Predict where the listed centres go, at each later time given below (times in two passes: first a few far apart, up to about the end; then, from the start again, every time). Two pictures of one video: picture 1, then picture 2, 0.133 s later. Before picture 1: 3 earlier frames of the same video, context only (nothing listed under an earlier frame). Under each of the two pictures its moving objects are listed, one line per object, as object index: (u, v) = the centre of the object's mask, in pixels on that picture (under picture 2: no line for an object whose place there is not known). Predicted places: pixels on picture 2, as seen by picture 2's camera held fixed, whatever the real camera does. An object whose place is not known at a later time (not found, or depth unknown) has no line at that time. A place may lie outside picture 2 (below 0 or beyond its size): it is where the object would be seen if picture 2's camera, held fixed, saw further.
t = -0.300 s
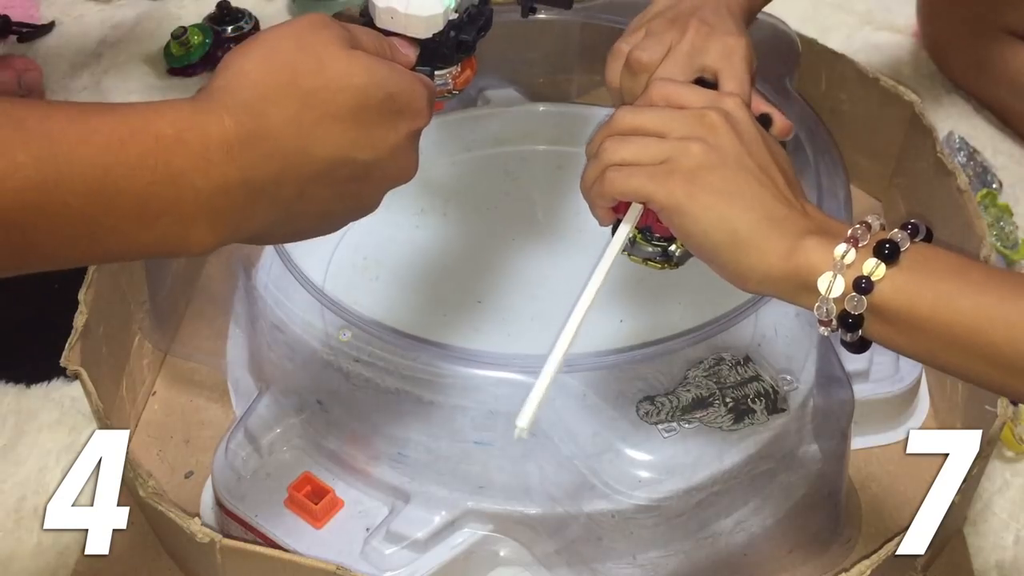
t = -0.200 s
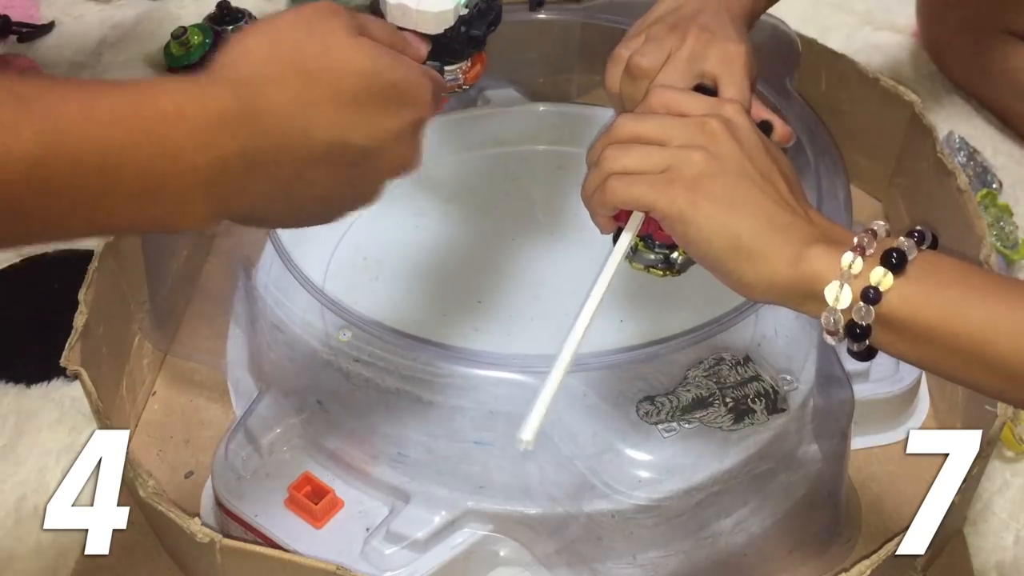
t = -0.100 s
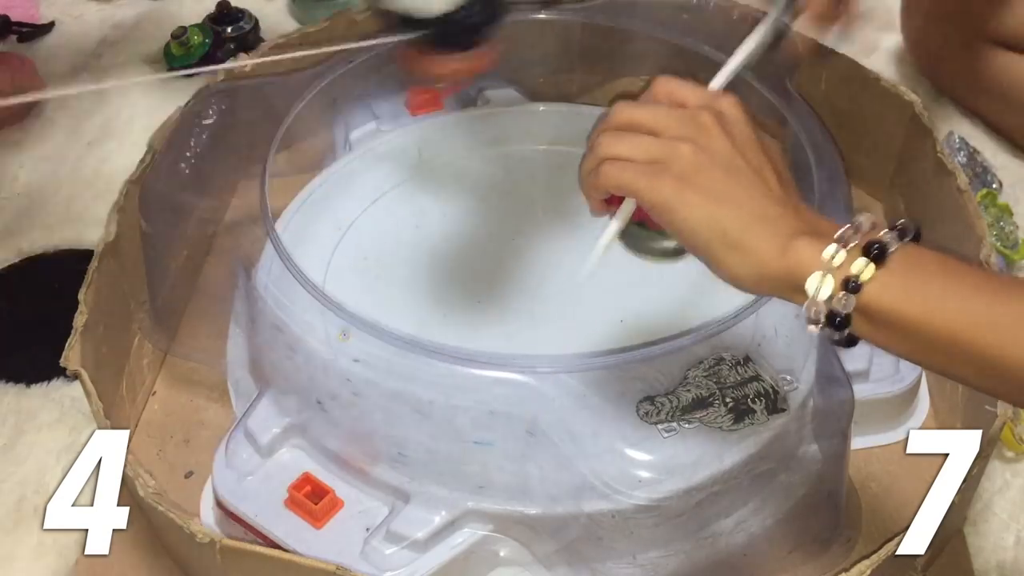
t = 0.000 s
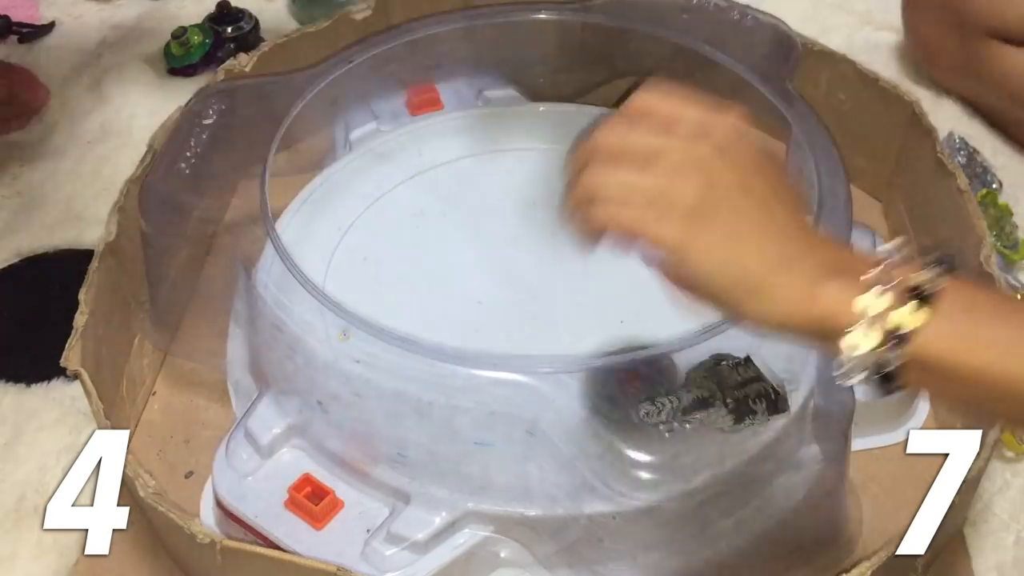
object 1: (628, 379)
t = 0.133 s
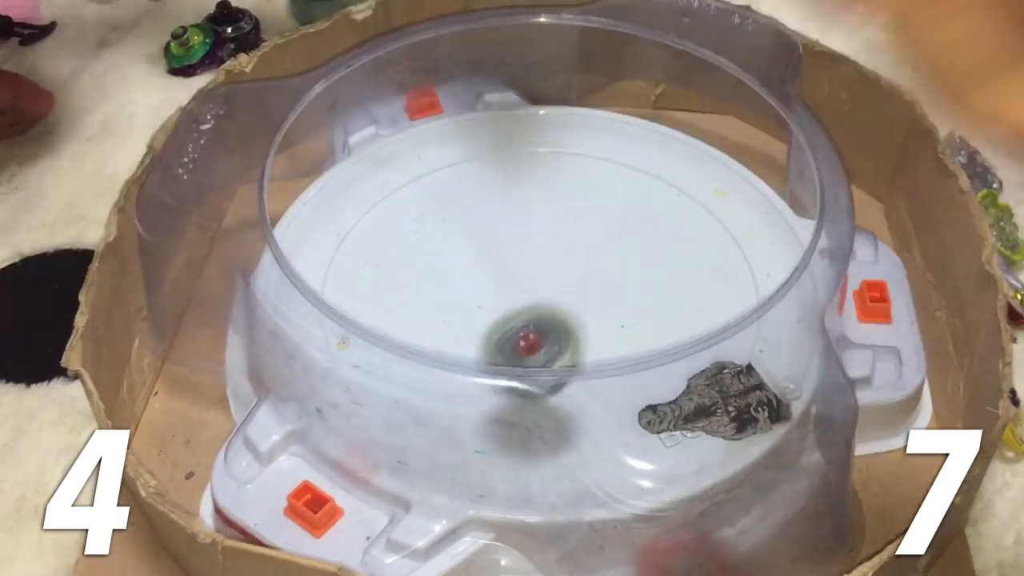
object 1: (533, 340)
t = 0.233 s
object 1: (470, 350)
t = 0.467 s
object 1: (455, 259)
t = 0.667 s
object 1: (521, 218)
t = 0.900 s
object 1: (588, 280)
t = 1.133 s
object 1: (580, 341)
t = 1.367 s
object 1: (521, 313)
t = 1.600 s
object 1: (512, 257)
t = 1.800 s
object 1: (517, 254)
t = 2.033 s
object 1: (531, 292)
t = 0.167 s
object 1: (508, 377)
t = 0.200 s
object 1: (483, 377)
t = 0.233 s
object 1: (470, 350)
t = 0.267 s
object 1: (462, 332)
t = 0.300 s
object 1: (451, 332)
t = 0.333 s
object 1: (444, 315)
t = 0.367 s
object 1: (442, 300)
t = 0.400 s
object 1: (443, 291)
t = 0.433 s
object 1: (448, 272)
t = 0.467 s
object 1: (455, 259)
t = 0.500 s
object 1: (465, 243)
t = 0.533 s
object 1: (475, 237)
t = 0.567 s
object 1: (485, 229)
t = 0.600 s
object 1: (497, 222)
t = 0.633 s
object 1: (509, 219)
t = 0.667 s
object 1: (521, 218)
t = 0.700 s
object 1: (533, 223)
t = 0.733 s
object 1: (543, 228)
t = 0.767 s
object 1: (553, 233)
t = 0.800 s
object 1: (563, 244)
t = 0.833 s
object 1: (572, 256)
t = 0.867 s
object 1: (580, 268)
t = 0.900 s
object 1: (588, 280)
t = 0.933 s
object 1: (595, 293)
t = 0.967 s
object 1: (601, 305)
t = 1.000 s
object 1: (603, 317)
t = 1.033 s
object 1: (602, 328)
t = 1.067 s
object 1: (597, 334)
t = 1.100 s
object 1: (589, 338)
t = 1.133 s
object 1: (580, 341)
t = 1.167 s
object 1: (570, 342)
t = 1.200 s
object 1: (559, 342)
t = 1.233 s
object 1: (550, 340)
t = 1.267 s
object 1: (541, 337)
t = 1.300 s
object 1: (532, 332)
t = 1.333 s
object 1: (526, 322)
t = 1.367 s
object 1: (521, 313)
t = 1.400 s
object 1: (517, 304)
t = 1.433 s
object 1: (513, 295)
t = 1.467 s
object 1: (511, 286)
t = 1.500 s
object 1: (510, 278)
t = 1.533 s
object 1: (511, 270)
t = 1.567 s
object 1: (511, 262)
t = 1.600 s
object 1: (512, 257)
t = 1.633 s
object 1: (512, 252)
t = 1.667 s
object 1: (513, 248)
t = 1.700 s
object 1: (514, 248)
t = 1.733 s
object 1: (514, 248)
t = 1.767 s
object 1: (515, 248)
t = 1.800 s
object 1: (517, 254)
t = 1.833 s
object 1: (519, 256)
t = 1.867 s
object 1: (520, 259)
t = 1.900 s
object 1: (521, 265)
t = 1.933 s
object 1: (524, 270)
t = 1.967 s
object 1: (526, 276)
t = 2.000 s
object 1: (528, 285)
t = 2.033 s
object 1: (531, 292)
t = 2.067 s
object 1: (534, 298)
